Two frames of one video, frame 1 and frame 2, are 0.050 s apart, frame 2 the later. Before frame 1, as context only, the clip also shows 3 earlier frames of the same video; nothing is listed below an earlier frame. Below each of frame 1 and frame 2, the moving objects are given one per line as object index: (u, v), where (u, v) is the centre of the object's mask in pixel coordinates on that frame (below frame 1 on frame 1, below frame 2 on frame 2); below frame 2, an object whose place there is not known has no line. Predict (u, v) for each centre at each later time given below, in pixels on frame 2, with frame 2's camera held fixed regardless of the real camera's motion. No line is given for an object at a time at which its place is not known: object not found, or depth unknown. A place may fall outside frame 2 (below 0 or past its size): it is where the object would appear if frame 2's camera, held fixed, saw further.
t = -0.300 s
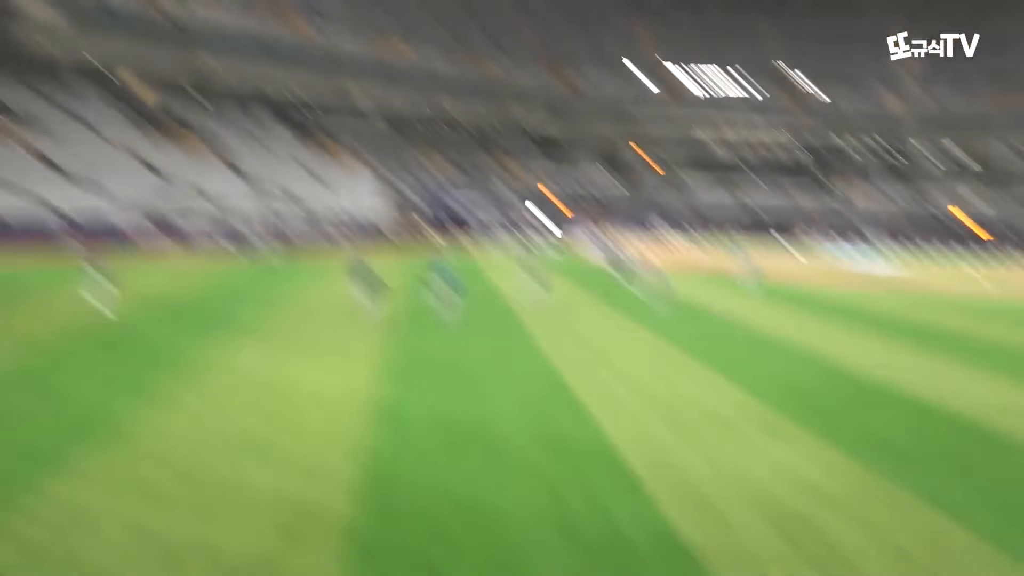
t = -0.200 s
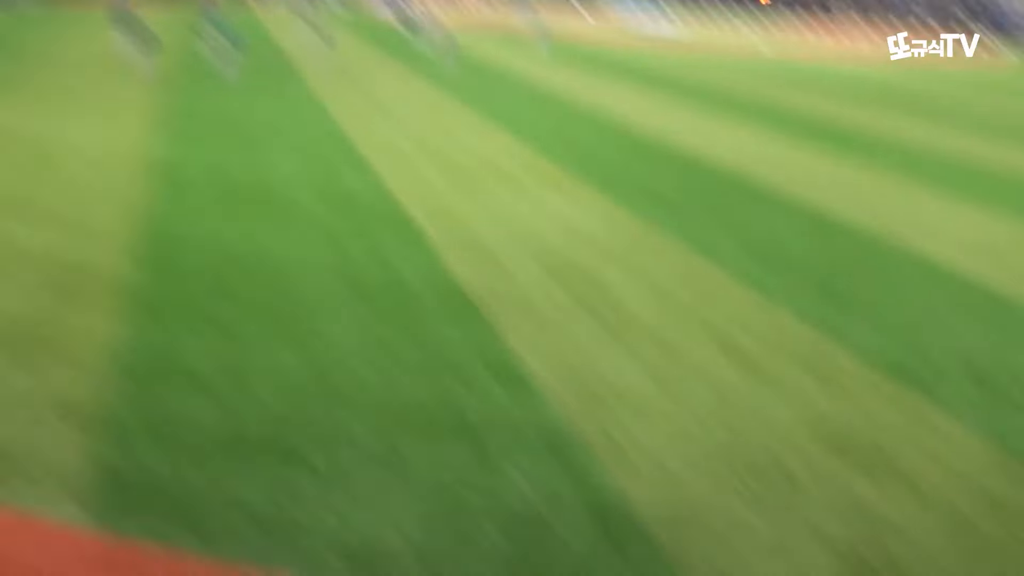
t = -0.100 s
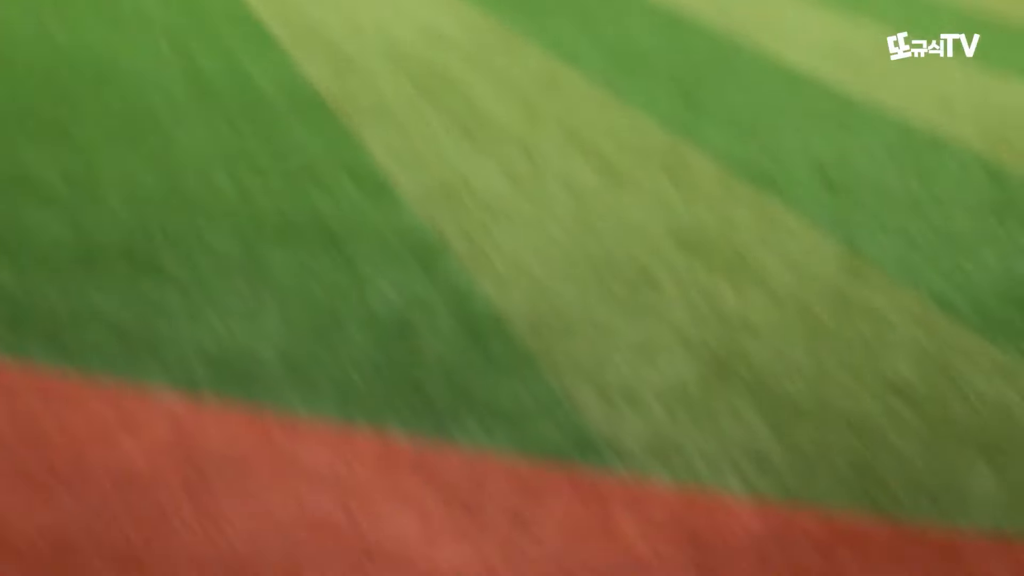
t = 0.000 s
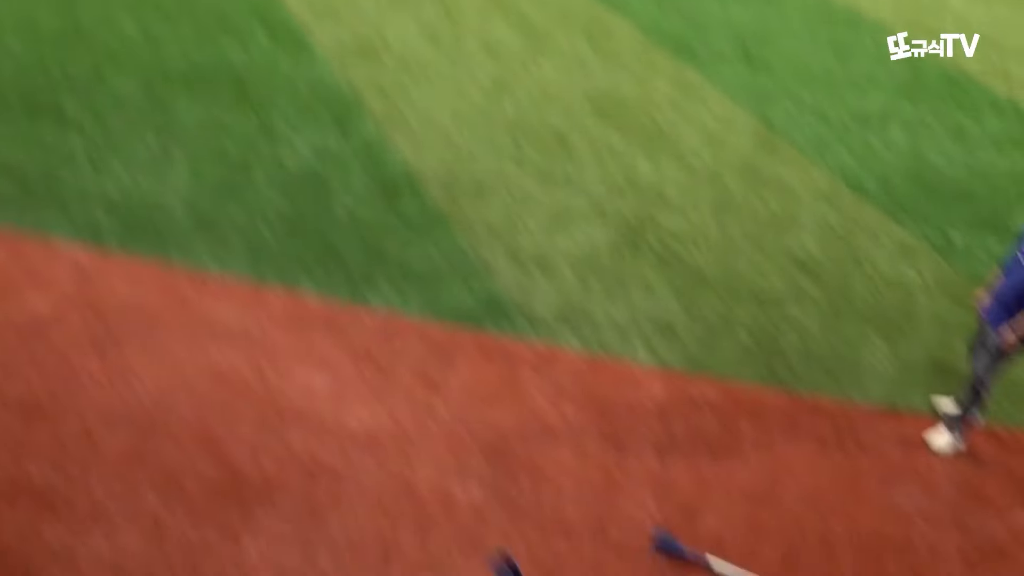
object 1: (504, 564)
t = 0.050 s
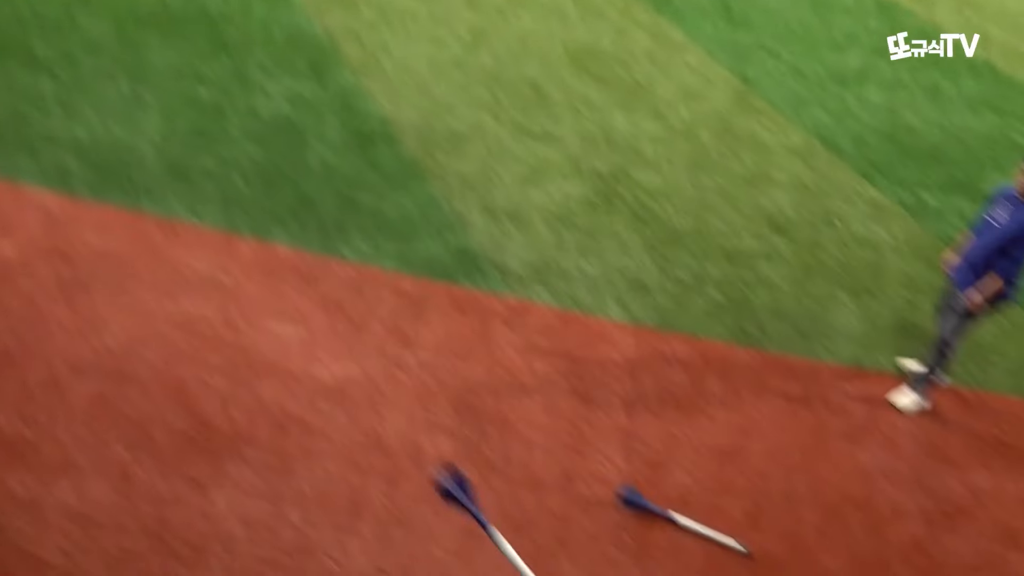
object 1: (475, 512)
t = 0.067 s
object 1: (482, 516)
